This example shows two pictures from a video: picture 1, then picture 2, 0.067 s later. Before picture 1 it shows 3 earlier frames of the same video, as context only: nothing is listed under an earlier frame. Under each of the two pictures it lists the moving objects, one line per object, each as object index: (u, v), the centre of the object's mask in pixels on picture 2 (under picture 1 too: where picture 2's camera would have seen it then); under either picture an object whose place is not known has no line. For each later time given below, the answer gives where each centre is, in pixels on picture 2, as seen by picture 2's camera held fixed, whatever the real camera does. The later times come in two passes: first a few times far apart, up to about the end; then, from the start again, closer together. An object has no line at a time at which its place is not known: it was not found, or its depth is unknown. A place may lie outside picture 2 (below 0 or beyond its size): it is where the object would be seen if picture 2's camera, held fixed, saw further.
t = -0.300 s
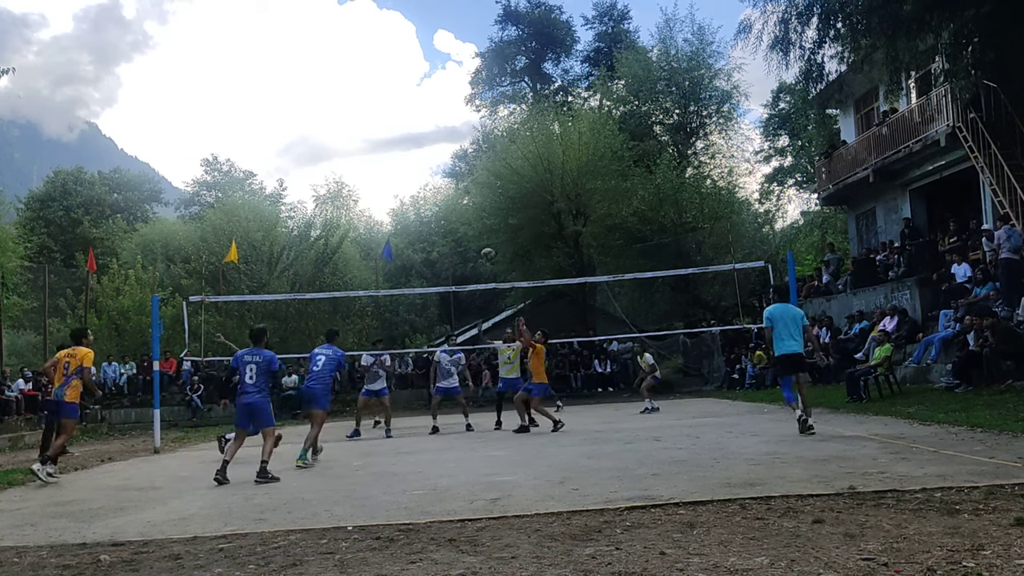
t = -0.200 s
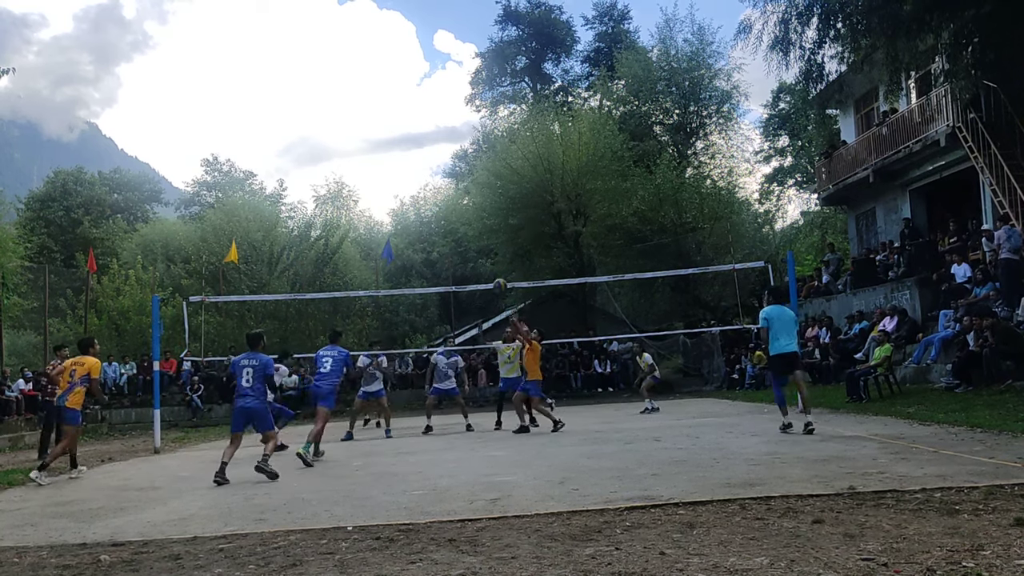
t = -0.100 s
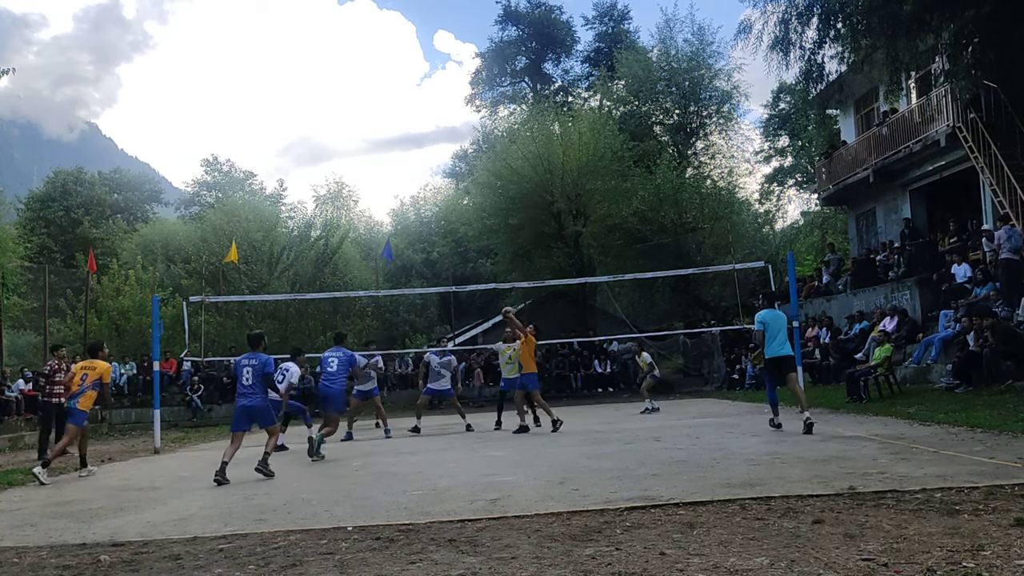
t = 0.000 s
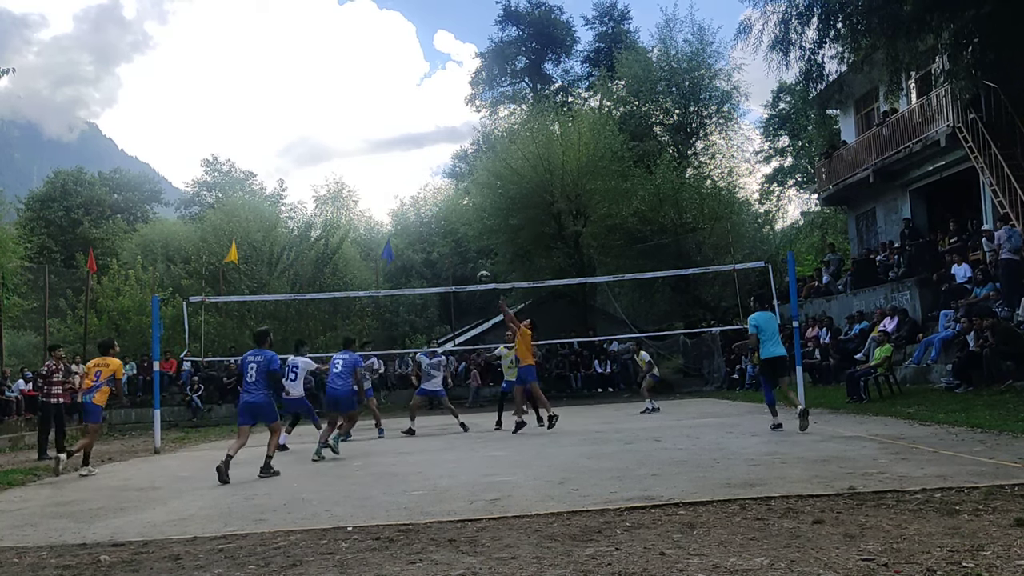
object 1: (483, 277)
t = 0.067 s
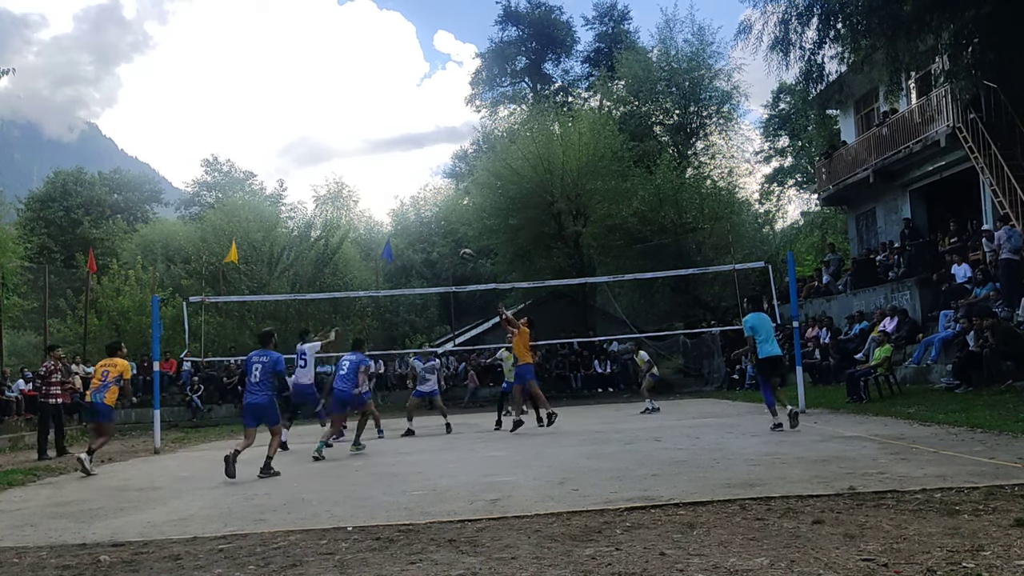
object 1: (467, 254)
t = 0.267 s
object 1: (415, 207)
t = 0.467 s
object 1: (368, 182)
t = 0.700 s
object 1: (314, 184)
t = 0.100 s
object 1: (458, 244)
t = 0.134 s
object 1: (449, 236)
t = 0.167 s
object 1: (441, 227)
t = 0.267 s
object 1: (415, 207)
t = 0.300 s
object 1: (407, 201)
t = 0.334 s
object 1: (399, 196)
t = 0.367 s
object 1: (391, 191)
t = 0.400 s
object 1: (383, 187)
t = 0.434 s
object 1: (376, 184)
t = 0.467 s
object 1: (368, 182)
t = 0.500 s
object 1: (360, 180)
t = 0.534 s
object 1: (352, 179)
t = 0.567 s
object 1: (344, 179)
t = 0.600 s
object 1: (337, 179)
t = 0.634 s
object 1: (329, 180)
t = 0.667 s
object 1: (321, 182)
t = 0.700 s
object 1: (314, 184)
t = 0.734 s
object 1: (307, 188)
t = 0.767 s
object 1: (299, 191)
